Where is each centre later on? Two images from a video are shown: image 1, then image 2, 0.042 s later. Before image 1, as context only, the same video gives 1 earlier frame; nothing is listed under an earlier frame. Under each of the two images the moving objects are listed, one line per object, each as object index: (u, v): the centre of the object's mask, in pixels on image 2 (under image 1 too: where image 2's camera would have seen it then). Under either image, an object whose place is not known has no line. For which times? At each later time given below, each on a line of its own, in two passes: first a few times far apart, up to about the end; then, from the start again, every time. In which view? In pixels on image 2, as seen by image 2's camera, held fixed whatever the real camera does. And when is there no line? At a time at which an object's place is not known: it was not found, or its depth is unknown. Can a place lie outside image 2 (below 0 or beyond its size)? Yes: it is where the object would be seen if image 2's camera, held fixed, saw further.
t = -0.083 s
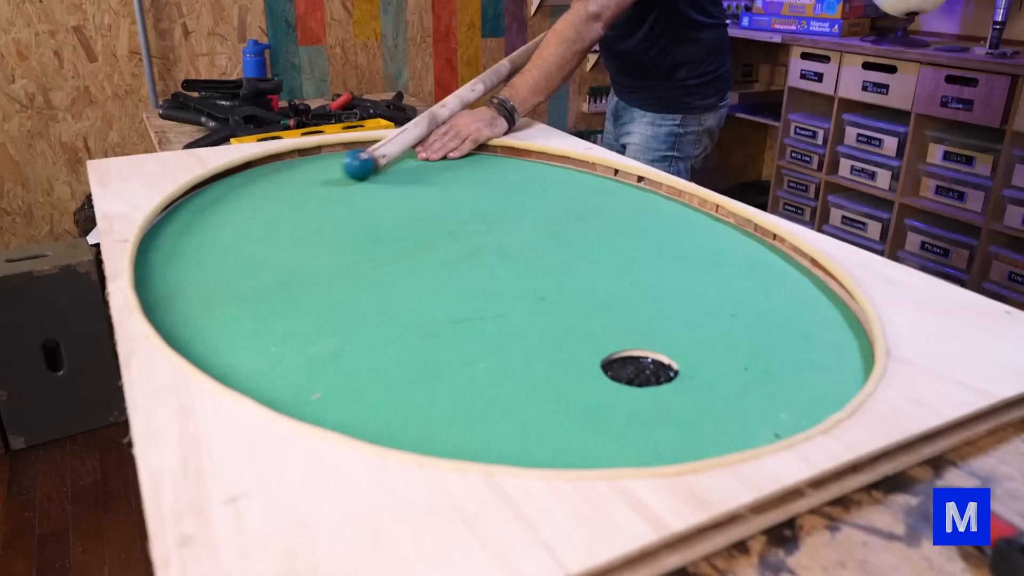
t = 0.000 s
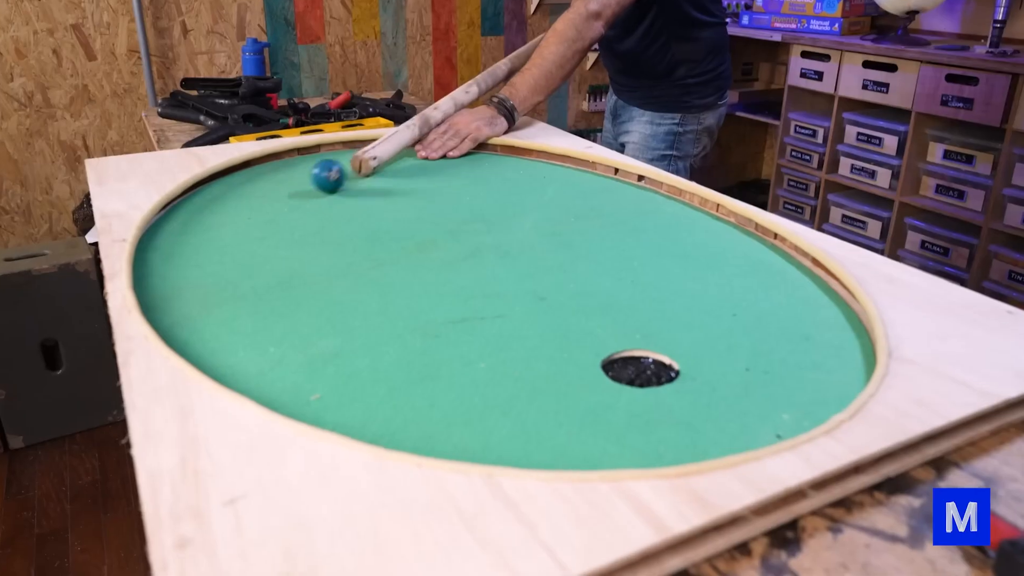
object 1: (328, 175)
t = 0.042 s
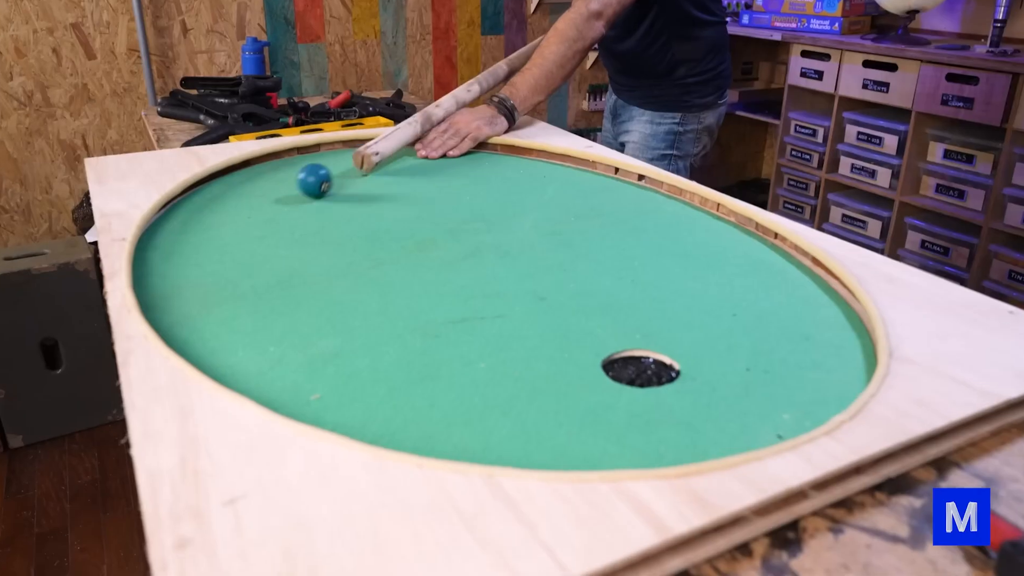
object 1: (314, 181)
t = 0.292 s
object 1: (227, 219)
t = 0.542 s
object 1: (178, 258)
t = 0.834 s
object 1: (246, 293)
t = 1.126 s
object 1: (318, 334)
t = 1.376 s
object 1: (381, 378)
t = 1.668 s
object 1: (458, 435)
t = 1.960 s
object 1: (558, 428)
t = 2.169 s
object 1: (614, 421)
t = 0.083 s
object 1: (301, 186)
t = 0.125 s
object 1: (288, 192)
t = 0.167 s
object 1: (274, 199)
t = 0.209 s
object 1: (259, 205)
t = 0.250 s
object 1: (244, 212)
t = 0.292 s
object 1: (227, 219)
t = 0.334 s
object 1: (210, 227)
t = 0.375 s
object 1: (192, 235)
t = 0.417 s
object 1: (172, 244)
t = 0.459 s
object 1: (155, 251)
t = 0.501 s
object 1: (165, 251)
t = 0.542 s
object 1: (178, 258)
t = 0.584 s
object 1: (188, 263)
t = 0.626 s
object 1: (197, 268)
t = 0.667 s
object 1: (207, 273)
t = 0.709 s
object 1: (216, 277)
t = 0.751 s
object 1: (226, 282)
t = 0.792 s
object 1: (236, 287)
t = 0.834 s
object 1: (246, 293)
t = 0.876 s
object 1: (256, 298)
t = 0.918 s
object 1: (266, 303)
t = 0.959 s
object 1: (276, 309)
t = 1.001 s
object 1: (286, 315)
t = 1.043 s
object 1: (297, 321)
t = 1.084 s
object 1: (307, 327)
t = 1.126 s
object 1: (318, 334)
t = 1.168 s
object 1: (328, 341)
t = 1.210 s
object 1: (339, 348)
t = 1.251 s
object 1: (350, 355)
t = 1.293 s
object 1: (360, 362)
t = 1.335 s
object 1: (371, 370)
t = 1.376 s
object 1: (381, 378)
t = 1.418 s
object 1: (391, 386)
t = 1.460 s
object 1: (402, 395)
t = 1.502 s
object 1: (413, 405)
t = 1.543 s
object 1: (424, 414)
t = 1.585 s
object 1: (435, 423)
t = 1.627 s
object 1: (446, 431)
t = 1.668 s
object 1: (458, 435)
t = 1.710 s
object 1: (474, 434)
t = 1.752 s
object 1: (490, 433)
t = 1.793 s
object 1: (505, 433)
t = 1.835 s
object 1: (519, 433)
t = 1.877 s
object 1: (532, 432)
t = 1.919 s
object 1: (545, 430)
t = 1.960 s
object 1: (558, 428)
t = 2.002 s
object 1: (570, 427)
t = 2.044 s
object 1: (582, 426)
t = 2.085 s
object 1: (593, 424)
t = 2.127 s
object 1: (604, 423)
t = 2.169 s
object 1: (614, 421)
